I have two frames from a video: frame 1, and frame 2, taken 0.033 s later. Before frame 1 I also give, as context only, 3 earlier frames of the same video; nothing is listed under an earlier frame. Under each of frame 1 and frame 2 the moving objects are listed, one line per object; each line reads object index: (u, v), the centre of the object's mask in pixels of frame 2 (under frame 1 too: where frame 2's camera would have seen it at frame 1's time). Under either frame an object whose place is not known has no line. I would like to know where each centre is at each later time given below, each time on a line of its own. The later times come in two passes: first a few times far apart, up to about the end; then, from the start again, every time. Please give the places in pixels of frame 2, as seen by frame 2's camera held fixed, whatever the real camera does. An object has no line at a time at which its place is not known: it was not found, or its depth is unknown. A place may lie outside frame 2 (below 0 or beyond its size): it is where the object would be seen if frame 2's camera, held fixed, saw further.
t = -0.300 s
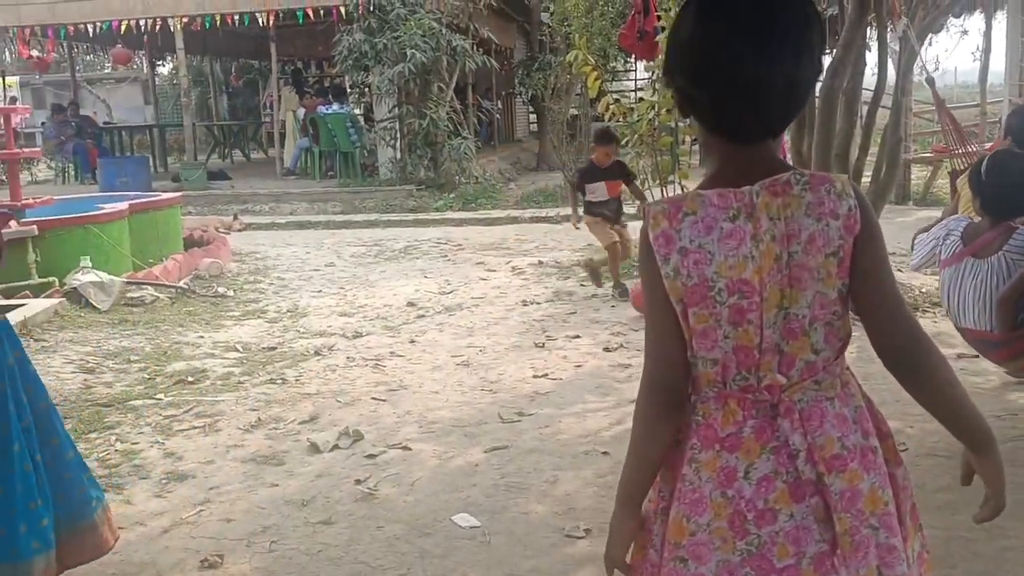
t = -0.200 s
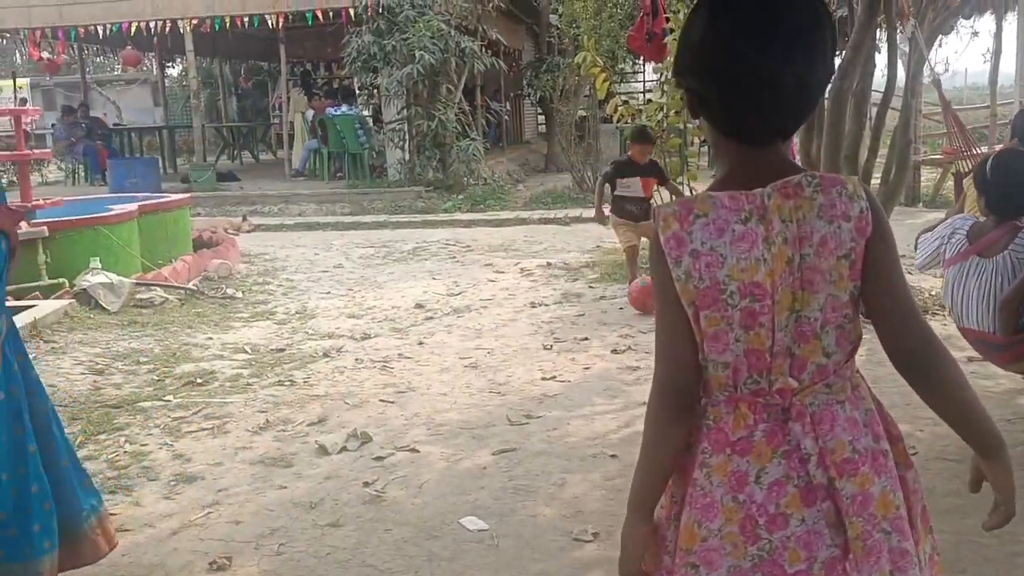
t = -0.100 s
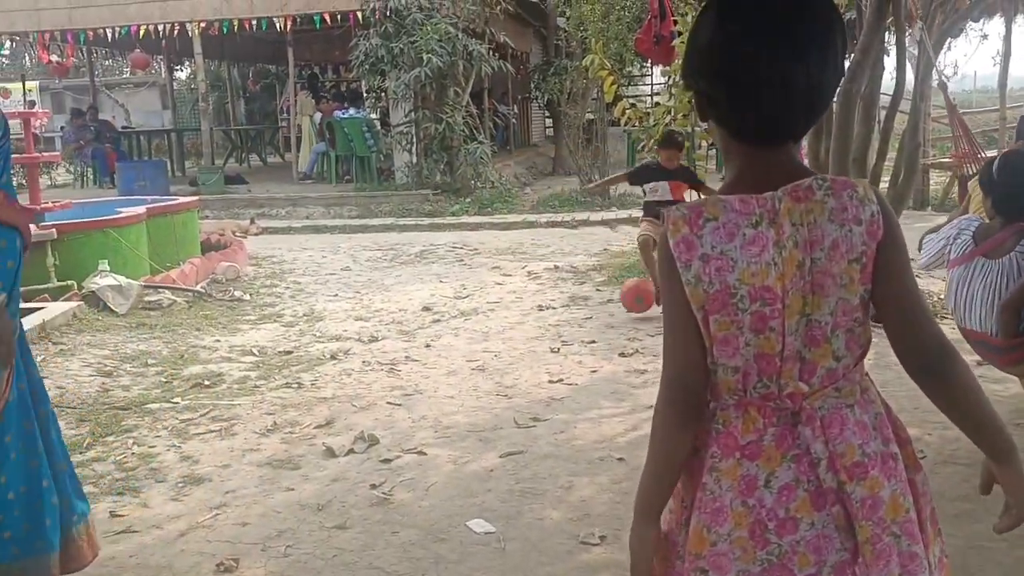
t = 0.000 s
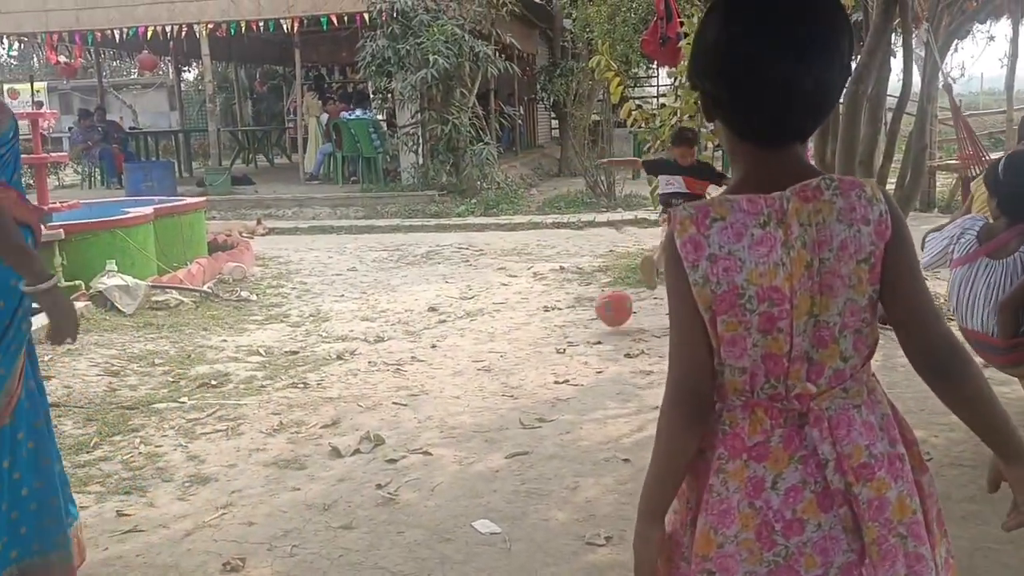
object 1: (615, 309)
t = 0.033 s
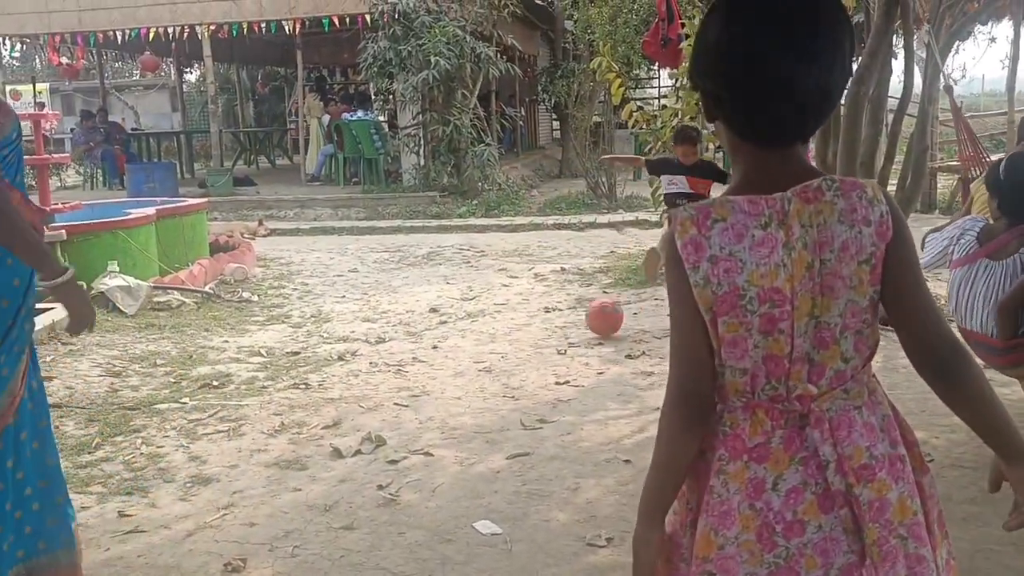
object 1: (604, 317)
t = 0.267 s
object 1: (545, 332)
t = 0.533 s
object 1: (481, 350)
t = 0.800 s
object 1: (416, 362)
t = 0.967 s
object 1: (378, 371)
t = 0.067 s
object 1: (594, 322)
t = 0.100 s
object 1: (585, 321)
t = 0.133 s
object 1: (577, 323)
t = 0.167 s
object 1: (569, 327)
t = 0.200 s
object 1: (561, 333)
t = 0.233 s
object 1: (552, 333)
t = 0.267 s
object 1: (545, 332)
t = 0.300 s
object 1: (537, 335)
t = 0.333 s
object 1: (528, 338)
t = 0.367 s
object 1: (520, 339)
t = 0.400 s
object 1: (512, 340)
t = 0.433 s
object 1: (505, 342)
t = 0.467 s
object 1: (498, 346)
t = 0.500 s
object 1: (489, 348)
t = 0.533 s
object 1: (481, 350)
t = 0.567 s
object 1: (472, 353)
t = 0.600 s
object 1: (464, 355)
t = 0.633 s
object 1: (454, 356)
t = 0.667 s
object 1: (446, 357)
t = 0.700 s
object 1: (439, 357)
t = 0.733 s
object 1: (431, 360)
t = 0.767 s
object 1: (424, 362)
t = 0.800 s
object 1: (416, 362)
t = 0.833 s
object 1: (409, 364)
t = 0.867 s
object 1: (401, 365)
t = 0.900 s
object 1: (394, 365)
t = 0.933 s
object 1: (386, 369)
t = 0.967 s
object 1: (378, 371)
